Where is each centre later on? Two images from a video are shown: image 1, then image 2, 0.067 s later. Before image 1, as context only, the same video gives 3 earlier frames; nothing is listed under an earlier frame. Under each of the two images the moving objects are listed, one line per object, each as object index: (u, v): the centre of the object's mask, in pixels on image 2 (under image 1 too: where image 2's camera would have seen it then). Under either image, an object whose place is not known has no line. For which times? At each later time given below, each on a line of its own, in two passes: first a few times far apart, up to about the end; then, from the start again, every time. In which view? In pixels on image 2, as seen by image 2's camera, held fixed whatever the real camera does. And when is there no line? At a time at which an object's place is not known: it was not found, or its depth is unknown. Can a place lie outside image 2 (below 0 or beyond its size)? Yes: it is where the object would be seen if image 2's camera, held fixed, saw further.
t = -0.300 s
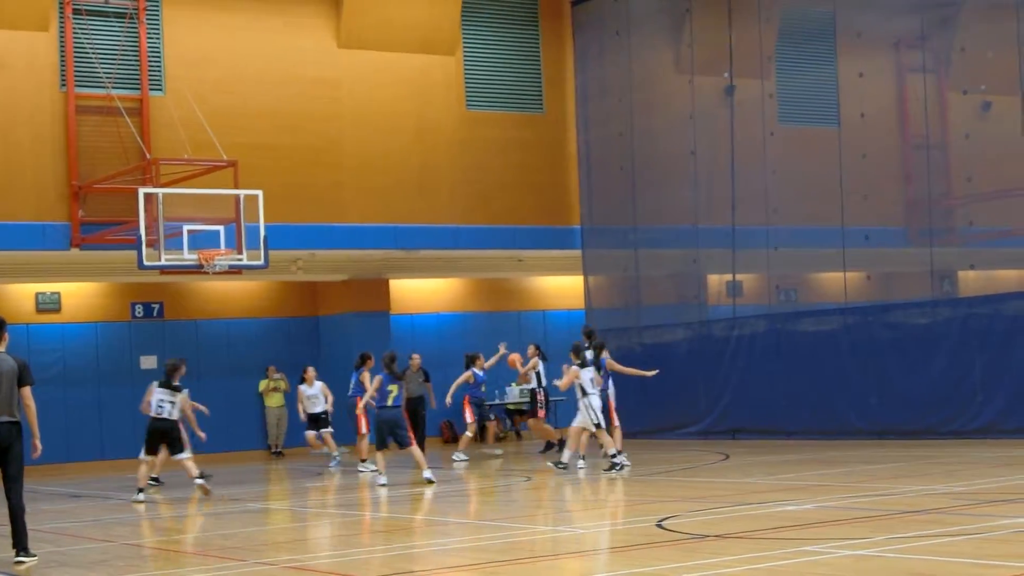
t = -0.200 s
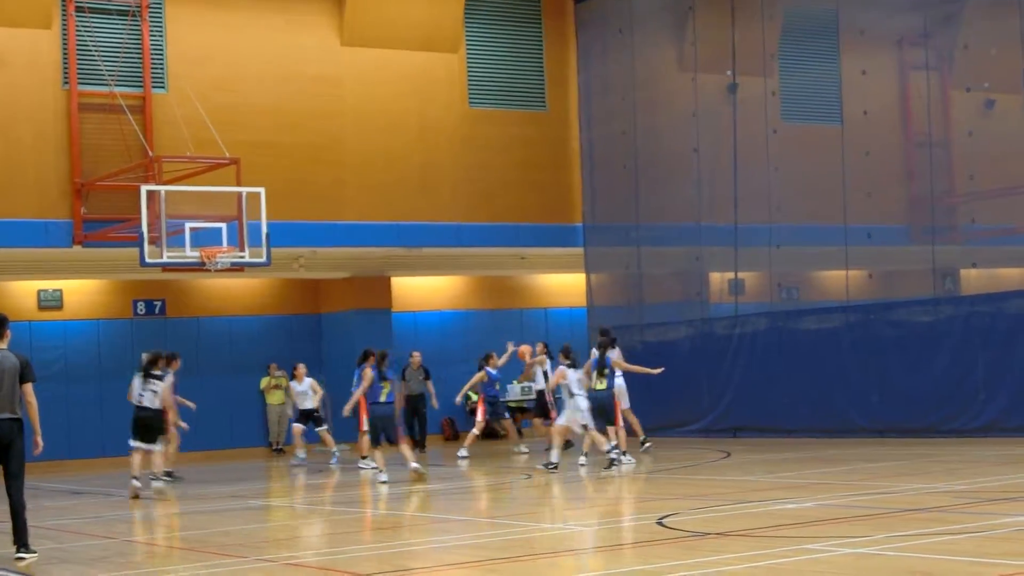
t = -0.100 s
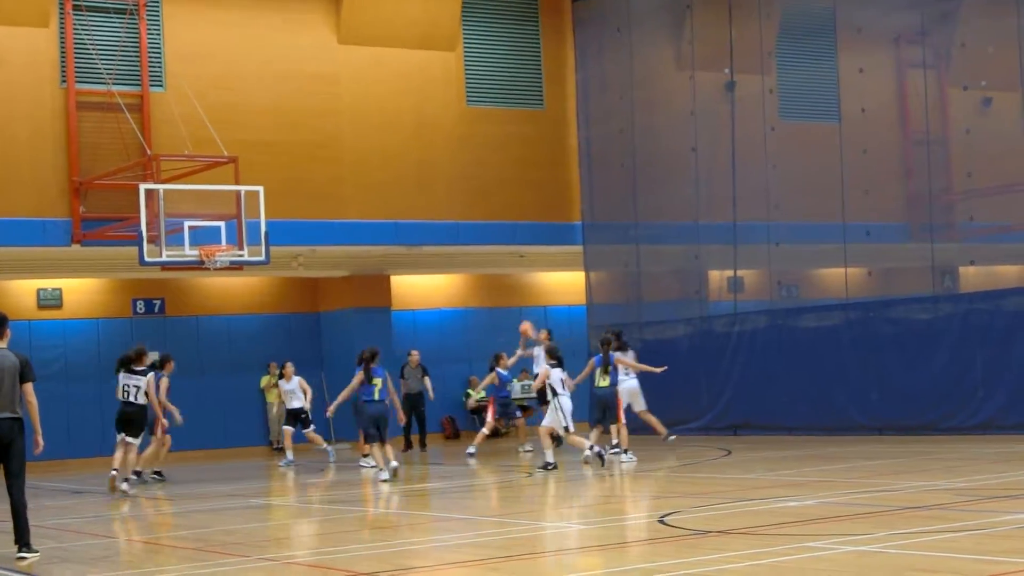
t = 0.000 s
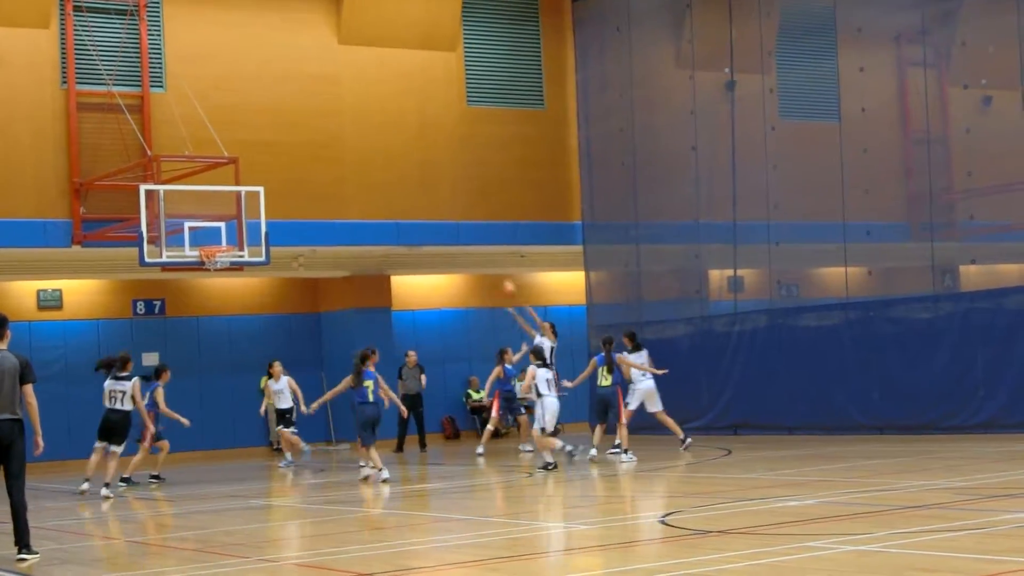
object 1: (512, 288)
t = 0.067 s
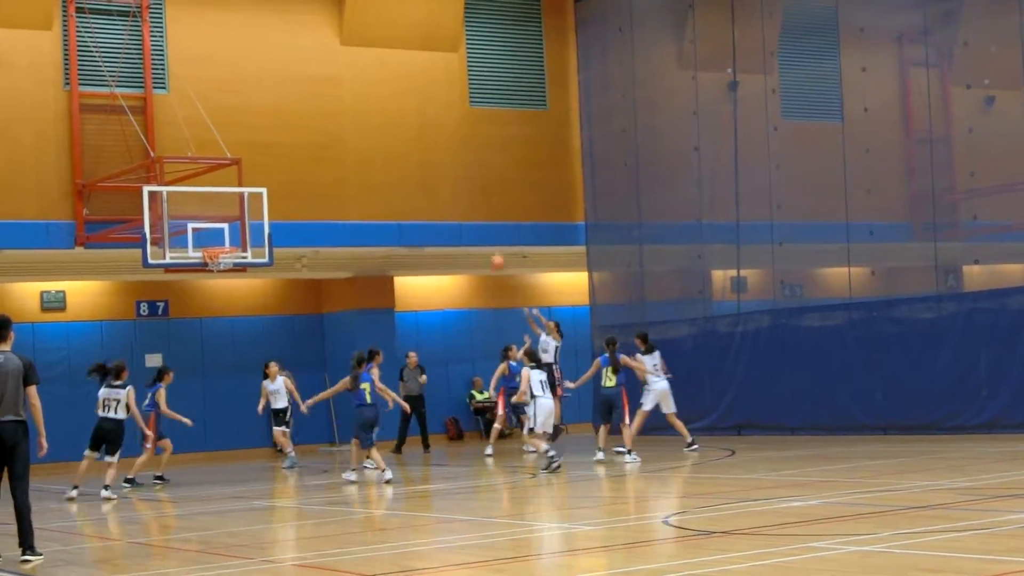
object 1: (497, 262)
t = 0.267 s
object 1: (452, 194)
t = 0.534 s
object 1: (392, 145)
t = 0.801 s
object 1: (333, 141)
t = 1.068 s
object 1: (275, 182)
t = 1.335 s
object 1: (244, 234)
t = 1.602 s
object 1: (273, 243)
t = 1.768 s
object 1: (293, 275)
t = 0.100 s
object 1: (490, 247)
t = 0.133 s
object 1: (482, 237)
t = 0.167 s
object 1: (474, 226)
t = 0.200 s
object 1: (467, 215)
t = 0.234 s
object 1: (460, 203)
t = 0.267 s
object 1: (452, 194)
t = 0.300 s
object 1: (445, 185)
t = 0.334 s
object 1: (437, 178)
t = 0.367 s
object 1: (429, 170)
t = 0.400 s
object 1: (421, 164)
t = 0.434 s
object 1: (414, 158)
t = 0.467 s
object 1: (407, 153)
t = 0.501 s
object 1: (399, 149)
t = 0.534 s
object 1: (392, 145)
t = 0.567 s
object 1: (385, 142)
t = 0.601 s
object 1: (378, 140)
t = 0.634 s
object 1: (370, 138)
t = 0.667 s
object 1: (362, 137)
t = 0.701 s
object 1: (355, 137)
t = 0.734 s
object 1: (348, 137)
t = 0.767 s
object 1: (340, 138)
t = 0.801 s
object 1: (333, 141)
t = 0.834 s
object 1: (324, 144)
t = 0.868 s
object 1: (317, 147)
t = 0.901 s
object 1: (311, 151)
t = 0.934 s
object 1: (304, 156)
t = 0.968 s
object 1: (296, 162)
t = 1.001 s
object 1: (289, 169)
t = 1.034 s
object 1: (282, 176)
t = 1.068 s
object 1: (275, 182)
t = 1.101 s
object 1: (267, 193)
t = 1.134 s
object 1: (259, 203)
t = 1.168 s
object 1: (252, 214)
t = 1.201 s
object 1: (244, 227)
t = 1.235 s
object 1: (237, 240)
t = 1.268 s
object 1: (237, 240)
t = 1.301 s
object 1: (240, 237)
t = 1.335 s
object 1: (244, 234)
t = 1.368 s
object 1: (247, 232)
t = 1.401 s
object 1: (250, 232)
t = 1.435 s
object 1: (254, 231)
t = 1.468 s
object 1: (257, 232)
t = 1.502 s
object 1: (261, 234)
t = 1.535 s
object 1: (265, 236)
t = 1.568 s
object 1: (268, 239)
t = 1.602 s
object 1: (273, 243)
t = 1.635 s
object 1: (276, 248)
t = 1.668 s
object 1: (280, 253)
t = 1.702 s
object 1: (284, 260)
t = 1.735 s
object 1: (288, 268)
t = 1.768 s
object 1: (293, 275)
